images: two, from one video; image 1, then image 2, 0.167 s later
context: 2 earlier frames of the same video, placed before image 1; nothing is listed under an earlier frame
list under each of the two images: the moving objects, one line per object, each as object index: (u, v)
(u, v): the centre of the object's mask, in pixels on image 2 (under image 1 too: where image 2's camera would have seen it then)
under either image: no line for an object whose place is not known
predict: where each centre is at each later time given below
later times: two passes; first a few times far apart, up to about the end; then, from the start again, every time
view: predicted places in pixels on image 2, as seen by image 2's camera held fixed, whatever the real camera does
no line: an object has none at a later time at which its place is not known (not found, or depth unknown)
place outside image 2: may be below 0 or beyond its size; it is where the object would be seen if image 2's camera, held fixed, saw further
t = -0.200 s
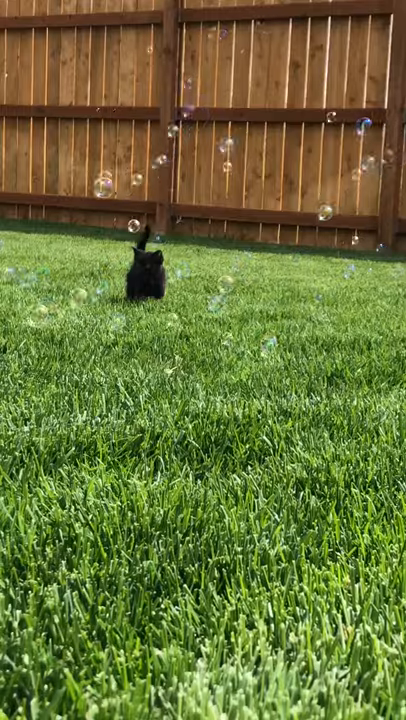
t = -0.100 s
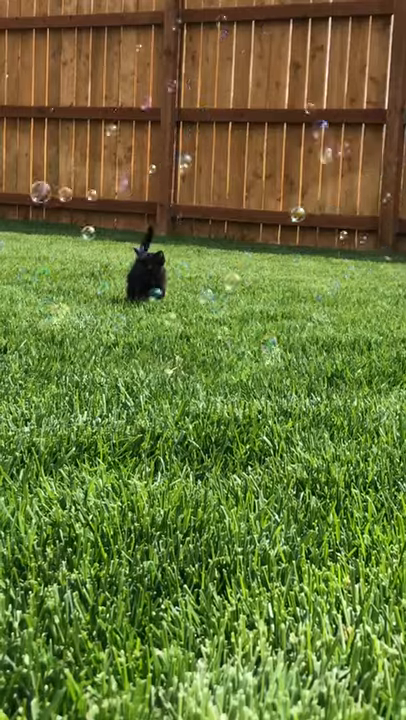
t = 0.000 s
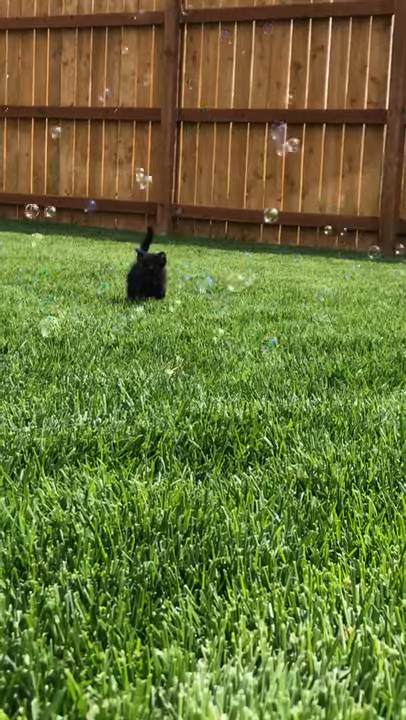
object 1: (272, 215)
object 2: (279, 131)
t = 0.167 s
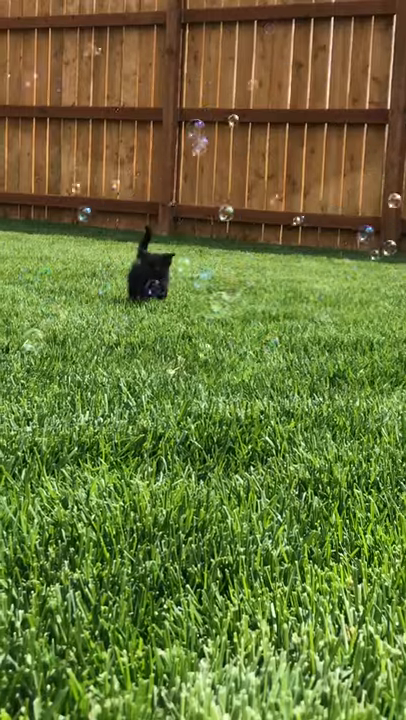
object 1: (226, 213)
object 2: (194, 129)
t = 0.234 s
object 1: (206, 211)
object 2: (152, 127)
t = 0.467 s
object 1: (120, 208)
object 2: (3, 162)
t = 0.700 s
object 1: (2, 226)
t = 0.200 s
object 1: (216, 212)
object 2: (175, 130)
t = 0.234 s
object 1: (206, 211)
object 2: (152, 127)
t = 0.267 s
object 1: (195, 210)
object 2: (131, 132)
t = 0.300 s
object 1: (184, 208)
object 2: (111, 135)
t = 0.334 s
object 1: (173, 208)
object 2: (88, 141)
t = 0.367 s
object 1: (161, 207)
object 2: (68, 146)
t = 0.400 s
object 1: (149, 207)
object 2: (45, 156)
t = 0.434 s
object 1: (135, 207)
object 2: (23, 159)
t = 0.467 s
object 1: (120, 208)
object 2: (3, 162)
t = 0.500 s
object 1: (105, 208)
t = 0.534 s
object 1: (88, 210)
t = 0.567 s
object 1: (71, 213)
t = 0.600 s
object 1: (54, 216)
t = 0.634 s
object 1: (37, 220)
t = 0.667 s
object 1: (20, 224)
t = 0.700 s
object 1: (2, 226)
